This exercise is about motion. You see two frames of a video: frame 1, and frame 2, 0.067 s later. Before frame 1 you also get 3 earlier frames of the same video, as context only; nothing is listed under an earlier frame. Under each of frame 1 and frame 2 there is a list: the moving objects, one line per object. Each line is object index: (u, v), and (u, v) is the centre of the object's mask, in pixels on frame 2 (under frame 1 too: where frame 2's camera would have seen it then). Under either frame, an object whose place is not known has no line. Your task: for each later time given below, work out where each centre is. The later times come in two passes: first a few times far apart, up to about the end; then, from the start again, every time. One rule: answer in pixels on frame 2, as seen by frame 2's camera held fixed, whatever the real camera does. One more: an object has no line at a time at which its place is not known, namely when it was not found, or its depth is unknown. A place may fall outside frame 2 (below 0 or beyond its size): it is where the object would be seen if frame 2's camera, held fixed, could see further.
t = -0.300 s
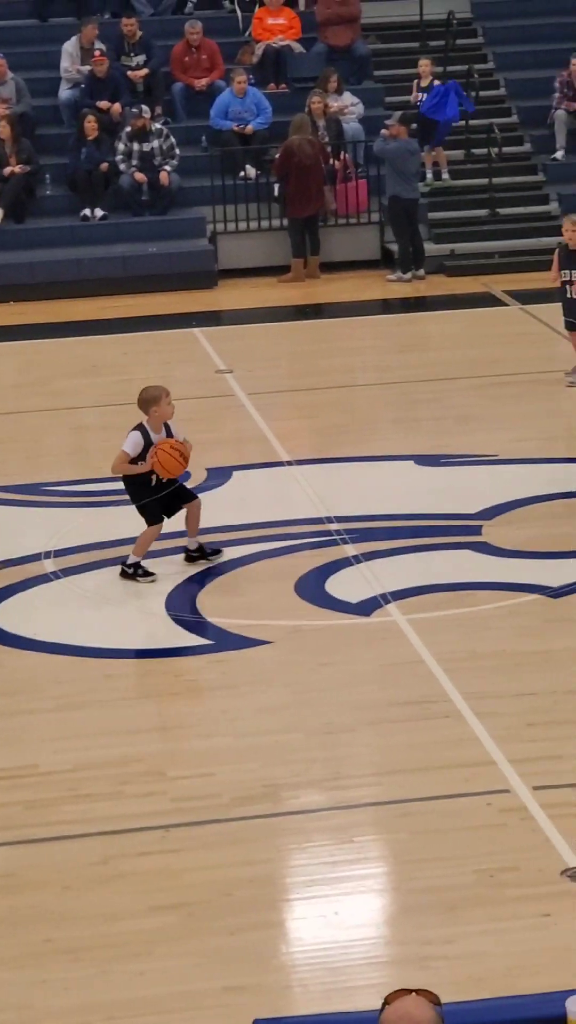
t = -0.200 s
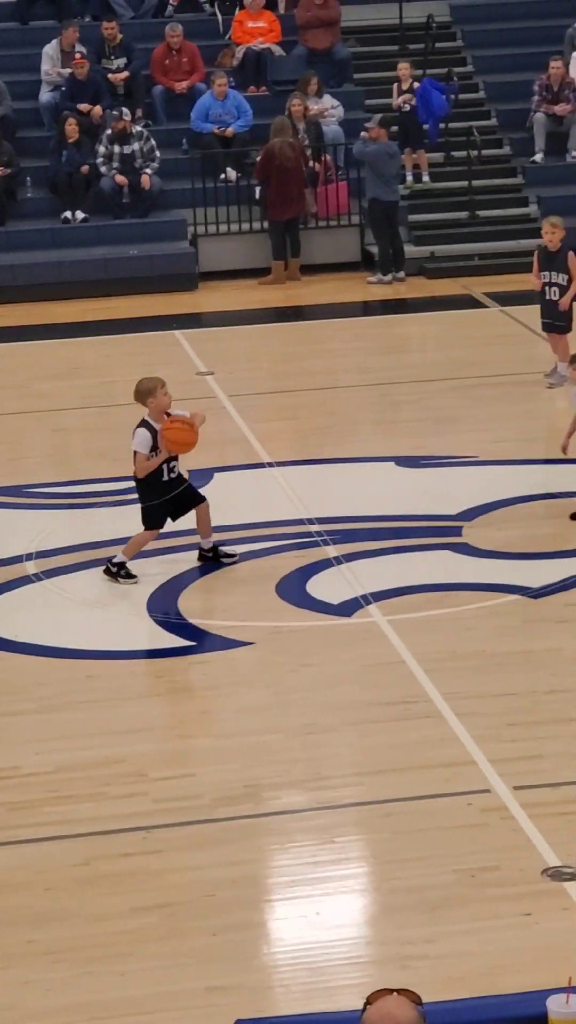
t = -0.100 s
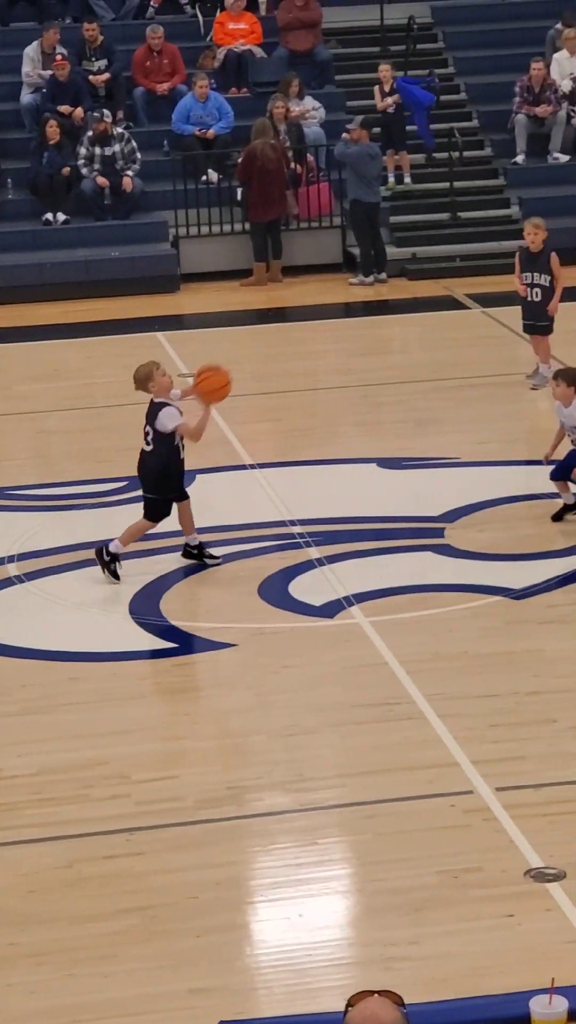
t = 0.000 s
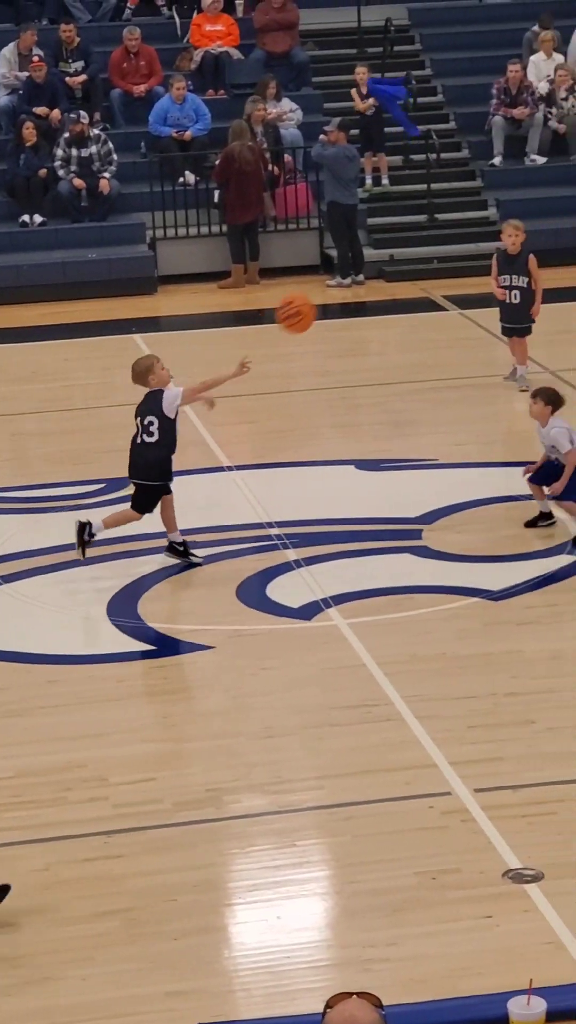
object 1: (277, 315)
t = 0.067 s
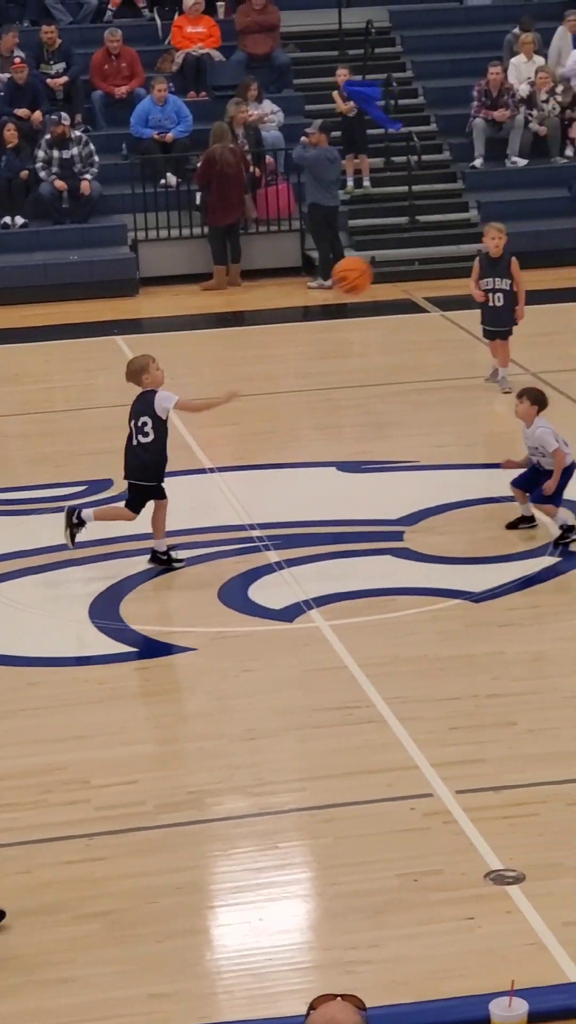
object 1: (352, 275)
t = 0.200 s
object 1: (493, 221)
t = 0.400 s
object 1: (709, 184)
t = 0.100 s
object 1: (388, 260)
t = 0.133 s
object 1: (425, 245)
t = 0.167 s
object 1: (456, 233)
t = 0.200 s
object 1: (493, 221)
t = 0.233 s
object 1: (528, 212)
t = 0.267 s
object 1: (564, 204)
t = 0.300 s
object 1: (600, 197)
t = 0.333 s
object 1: (636, 192)
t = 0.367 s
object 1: (672, 188)
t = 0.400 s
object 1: (709, 184)
